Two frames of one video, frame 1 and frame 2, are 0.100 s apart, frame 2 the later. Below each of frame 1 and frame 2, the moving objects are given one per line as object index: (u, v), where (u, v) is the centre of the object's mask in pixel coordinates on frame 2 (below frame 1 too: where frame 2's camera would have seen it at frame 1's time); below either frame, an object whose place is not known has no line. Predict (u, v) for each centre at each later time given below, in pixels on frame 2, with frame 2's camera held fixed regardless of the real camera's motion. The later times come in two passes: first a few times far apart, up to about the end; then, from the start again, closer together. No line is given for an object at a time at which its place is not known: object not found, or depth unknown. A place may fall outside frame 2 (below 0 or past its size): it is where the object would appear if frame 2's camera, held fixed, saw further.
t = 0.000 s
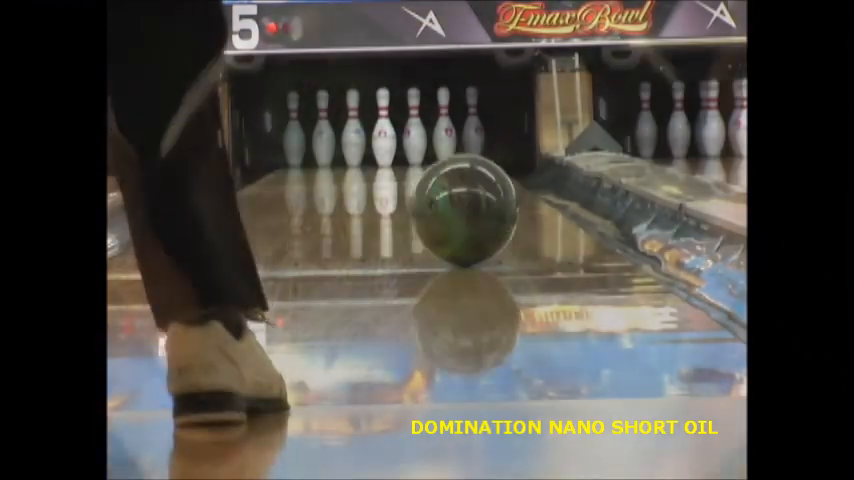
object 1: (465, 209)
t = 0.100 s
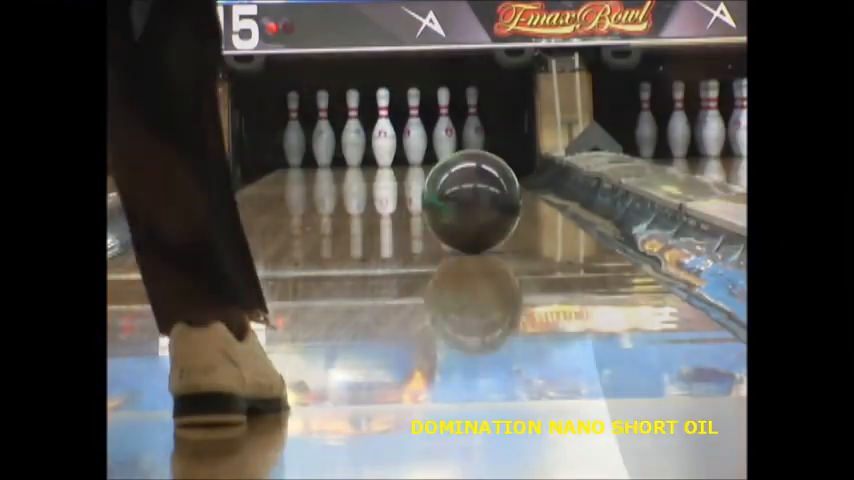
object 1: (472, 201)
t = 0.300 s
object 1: (480, 188)
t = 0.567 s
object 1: (488, 173)
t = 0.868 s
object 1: (487, 163)
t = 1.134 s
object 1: (481, 156)
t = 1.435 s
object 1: (462, 150)
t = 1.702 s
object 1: (432, 146)
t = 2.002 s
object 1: (395, 144)
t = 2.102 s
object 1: (386, 145)
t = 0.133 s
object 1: (473, 199)
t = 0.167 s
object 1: (475, 197)
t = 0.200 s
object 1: (477, 194)
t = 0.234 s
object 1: (479, 192)
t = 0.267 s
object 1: (480, 189)
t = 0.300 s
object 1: (480, 188)
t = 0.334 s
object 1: (483, 185)
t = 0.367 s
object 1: (484, 183)
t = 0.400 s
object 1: (484, 181)
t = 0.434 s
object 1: (485, 180)
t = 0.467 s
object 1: (486, 178)
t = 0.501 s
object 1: (487, 176)
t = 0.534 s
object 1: (487, 174)
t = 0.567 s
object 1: (488, 173)
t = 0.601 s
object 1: (488, 172)
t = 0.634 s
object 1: (488, 170)
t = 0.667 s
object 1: (488, 169)
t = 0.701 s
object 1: (488, 168)
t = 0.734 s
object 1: (488, 167)
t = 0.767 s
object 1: (488, 166)
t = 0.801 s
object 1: (488, 165)
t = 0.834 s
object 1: (488, 163)
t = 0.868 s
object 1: (487, 163)
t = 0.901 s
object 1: (487, 161)
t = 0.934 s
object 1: (487, 161)
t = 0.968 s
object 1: (486, 160)
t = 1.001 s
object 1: (486, 160)
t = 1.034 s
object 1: (484, 159)
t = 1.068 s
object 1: (483, 158)
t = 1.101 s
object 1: (482, 157)
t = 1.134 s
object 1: (481, 156)
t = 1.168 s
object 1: (480, 155)
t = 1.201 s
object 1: (478, 154)
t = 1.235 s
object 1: (477, 153)
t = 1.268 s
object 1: (475, 152)
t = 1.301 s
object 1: (472, 151)
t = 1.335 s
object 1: (469, 150)
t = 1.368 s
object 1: (467, 150)
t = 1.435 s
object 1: (462, 150)
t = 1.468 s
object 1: (459, 150)
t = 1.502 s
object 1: (456, 150)
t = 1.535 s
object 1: (452, 149)
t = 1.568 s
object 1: (449, 149)
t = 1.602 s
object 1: (444, 149)
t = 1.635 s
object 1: (441, 148)
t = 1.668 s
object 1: (437, 147)
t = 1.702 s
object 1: (432, 146)
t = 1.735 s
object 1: (427, 146)
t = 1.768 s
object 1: (423, 146)
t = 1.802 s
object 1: (418, 146)
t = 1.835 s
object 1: (412, 145)
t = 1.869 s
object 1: (408, 145)
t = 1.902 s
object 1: (404, 145)
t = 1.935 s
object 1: (399, 144)
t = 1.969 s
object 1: (395, 144)
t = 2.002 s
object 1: (395, 144)
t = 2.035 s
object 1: (394, 144)
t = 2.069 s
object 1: (389, 145)
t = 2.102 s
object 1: (386, 145)
